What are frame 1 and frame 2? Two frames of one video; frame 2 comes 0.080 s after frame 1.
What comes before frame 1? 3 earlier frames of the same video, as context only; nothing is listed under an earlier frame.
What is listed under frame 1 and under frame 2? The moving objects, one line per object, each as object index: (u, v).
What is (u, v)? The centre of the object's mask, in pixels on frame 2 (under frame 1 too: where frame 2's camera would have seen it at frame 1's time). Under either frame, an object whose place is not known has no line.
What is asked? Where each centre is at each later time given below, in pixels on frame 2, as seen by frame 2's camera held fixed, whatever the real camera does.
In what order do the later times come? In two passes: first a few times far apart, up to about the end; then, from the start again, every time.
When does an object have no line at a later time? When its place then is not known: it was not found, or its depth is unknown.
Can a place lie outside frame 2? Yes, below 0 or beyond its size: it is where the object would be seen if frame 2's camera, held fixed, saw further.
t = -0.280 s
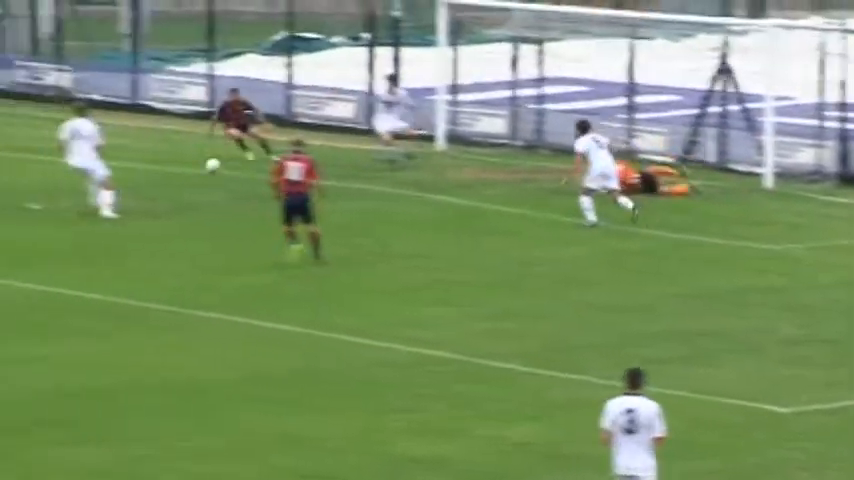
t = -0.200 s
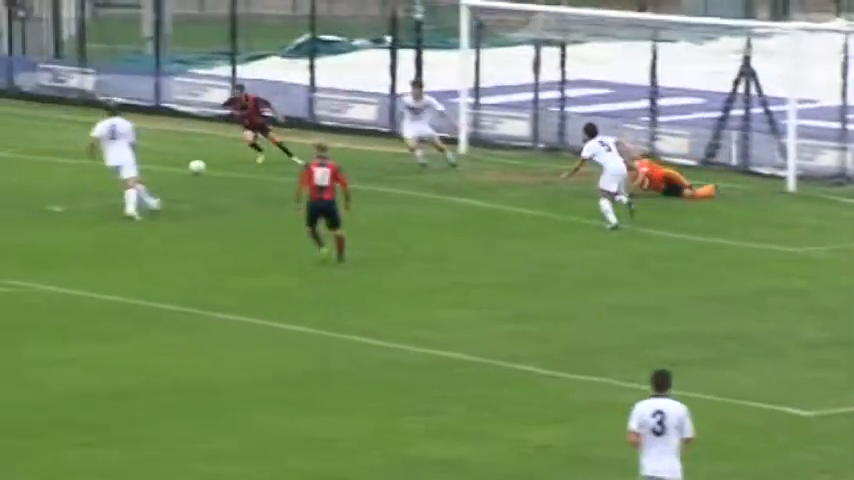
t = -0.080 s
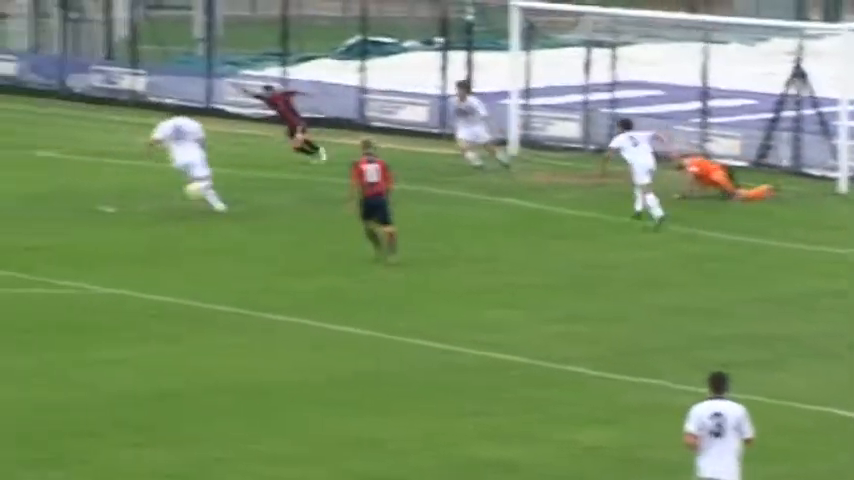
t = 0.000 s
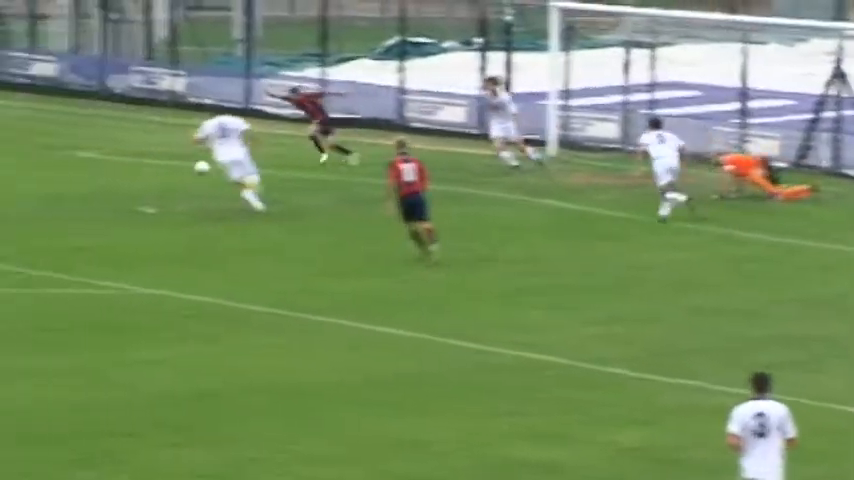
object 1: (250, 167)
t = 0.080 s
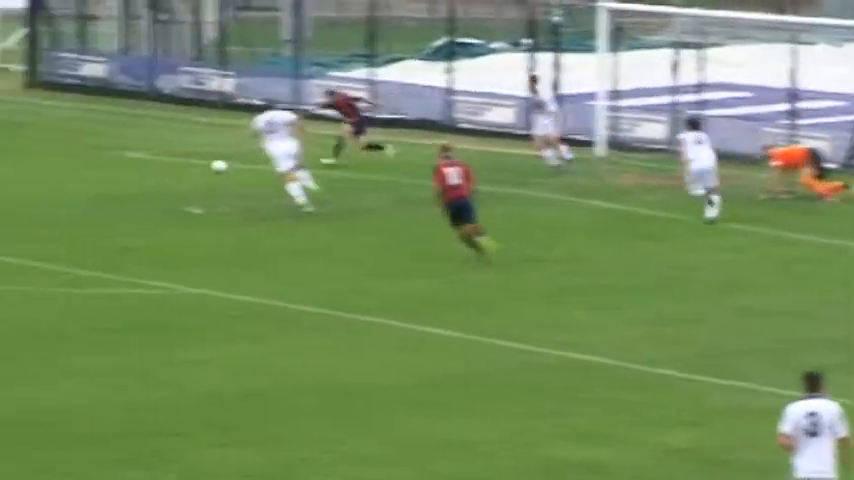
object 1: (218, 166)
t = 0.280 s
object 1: (143, 163)
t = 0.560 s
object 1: (45, 160)
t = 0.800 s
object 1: (-35, 157)
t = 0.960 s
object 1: (-84, 154)
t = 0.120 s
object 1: (203, 165)
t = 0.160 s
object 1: (188, 165)
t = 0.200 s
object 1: (172, 164)
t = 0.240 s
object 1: (158, 163)
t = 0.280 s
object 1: (143, 163)
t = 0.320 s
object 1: (129, 163)
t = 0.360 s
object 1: (114, 162)
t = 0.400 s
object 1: (100, 162)
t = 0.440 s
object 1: (85, 162)
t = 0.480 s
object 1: (72, 161)
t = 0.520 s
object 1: (58, 160)
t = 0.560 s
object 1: (45, 160)
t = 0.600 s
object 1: (31, 159)
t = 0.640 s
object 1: (18, 159)
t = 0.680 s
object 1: (5, 158)
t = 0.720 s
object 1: (-9, 157)
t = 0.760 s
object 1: (-21, 158)
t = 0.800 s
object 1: (-35, 157)
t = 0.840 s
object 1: (-47, 156)
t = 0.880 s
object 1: (-60, 156)
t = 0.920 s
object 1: (-72, 155)
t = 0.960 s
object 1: (-84, 154)
